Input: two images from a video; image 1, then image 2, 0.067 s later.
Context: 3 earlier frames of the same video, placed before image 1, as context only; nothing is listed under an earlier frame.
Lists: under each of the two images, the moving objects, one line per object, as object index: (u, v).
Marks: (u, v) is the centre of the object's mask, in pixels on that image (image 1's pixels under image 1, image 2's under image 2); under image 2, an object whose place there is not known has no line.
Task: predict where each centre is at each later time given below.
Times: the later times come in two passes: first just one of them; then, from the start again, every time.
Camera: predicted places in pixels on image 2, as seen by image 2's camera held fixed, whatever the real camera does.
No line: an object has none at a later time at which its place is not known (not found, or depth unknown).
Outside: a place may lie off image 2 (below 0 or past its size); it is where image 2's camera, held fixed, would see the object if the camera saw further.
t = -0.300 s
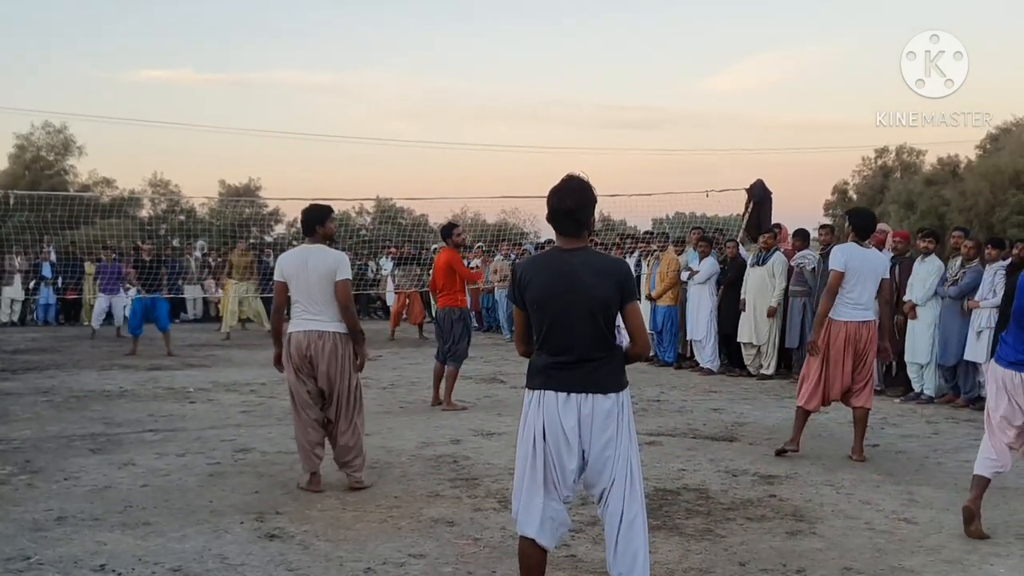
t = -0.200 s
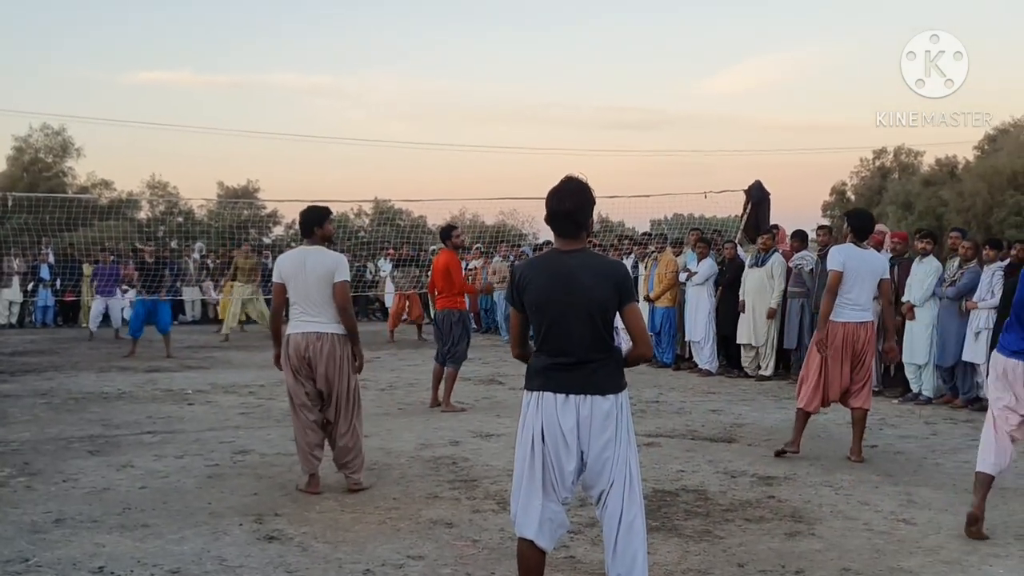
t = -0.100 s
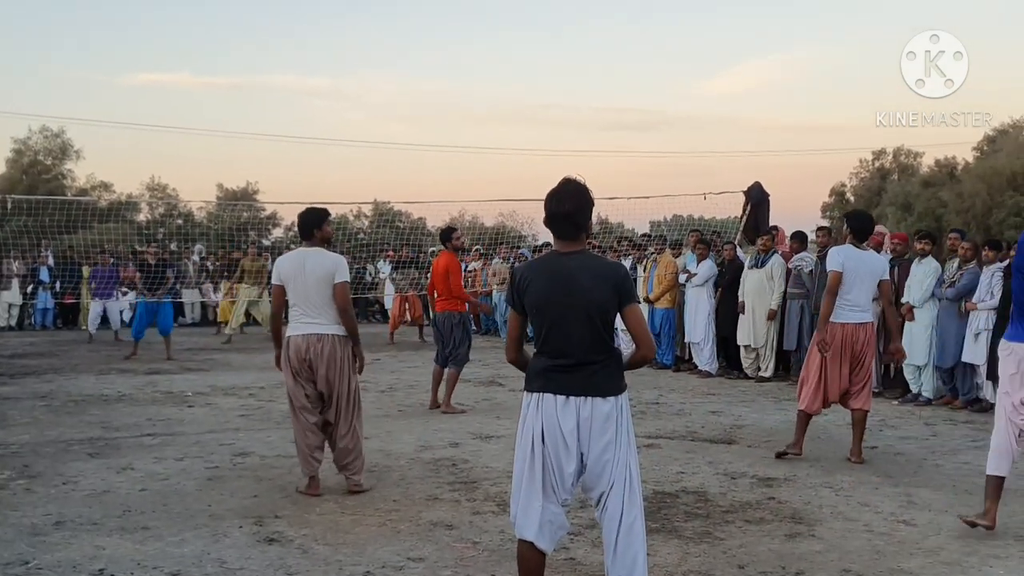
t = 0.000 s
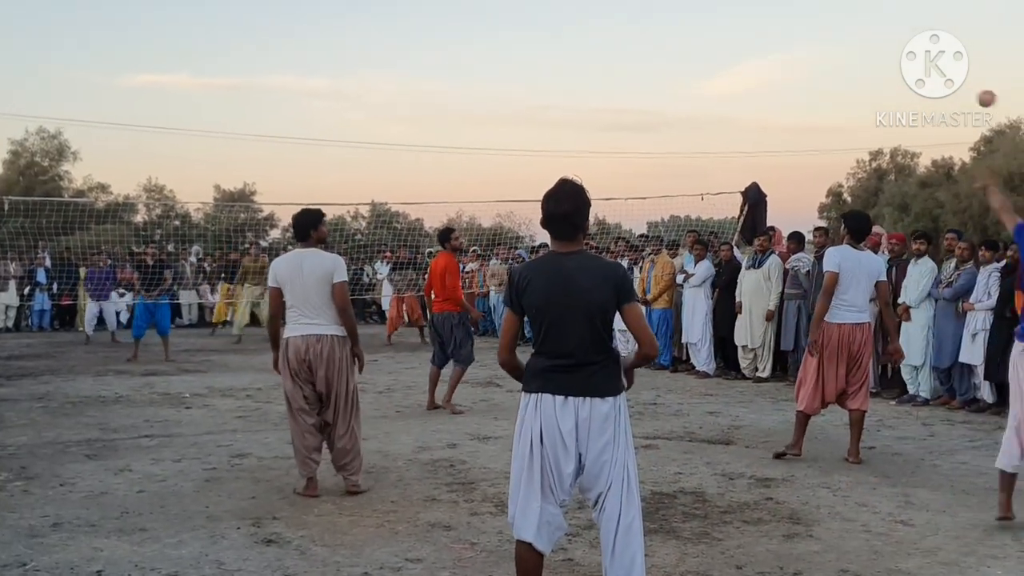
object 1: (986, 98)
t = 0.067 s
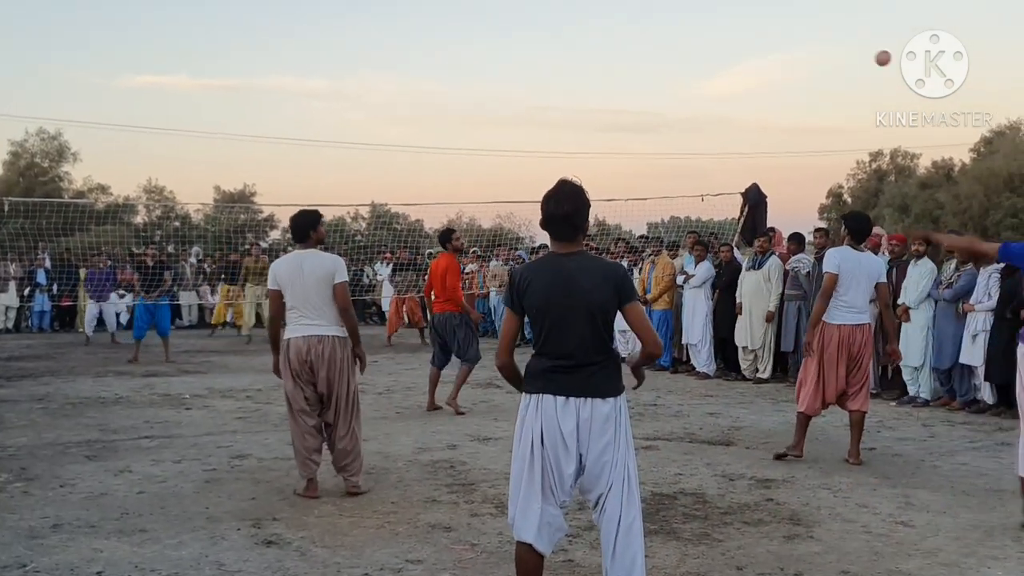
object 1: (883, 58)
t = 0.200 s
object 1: (733, 13)
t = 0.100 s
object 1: (839, 43)
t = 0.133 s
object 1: (800, 30)
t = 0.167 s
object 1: (765, 21)
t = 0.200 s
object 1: (733, 13)
